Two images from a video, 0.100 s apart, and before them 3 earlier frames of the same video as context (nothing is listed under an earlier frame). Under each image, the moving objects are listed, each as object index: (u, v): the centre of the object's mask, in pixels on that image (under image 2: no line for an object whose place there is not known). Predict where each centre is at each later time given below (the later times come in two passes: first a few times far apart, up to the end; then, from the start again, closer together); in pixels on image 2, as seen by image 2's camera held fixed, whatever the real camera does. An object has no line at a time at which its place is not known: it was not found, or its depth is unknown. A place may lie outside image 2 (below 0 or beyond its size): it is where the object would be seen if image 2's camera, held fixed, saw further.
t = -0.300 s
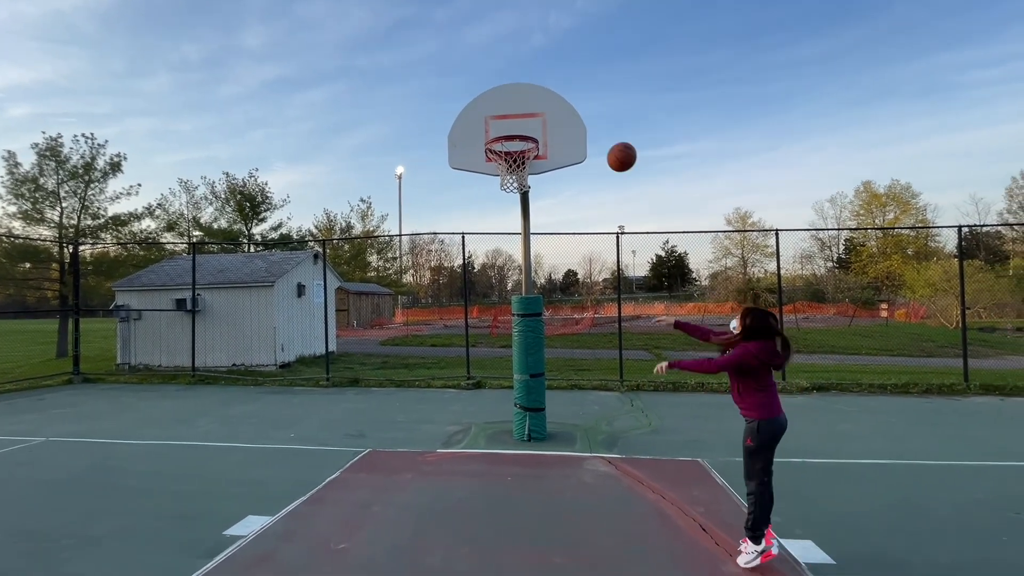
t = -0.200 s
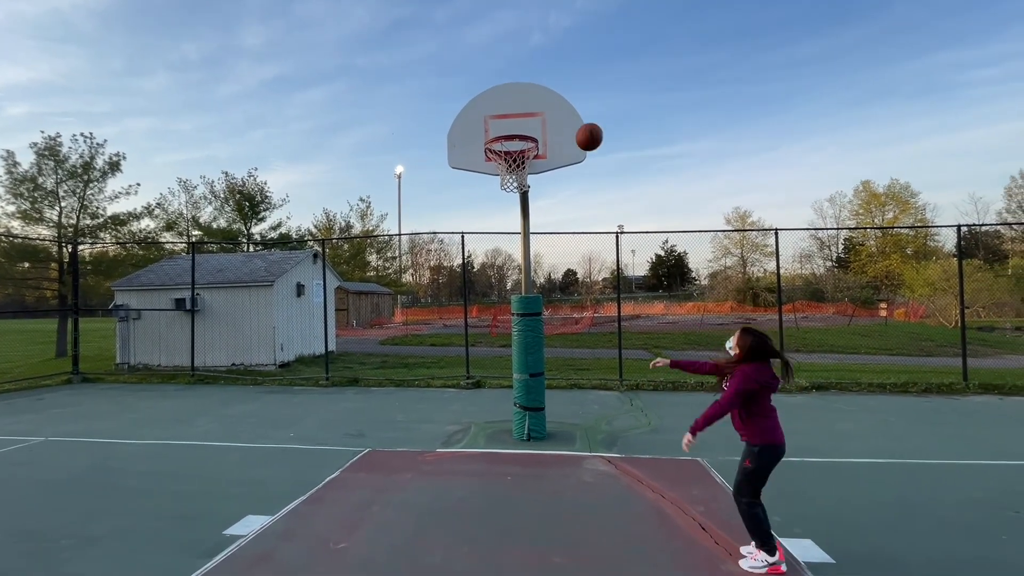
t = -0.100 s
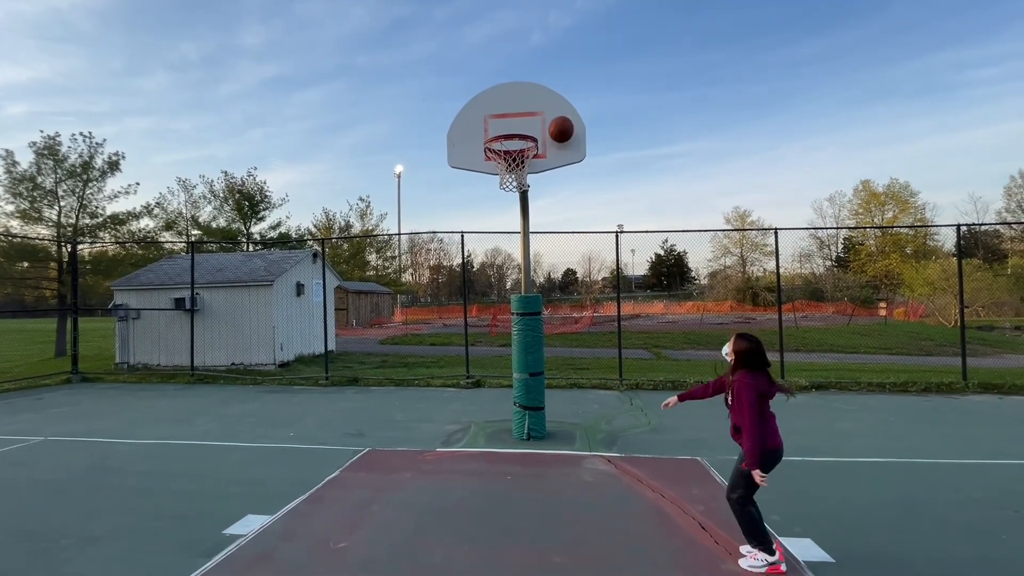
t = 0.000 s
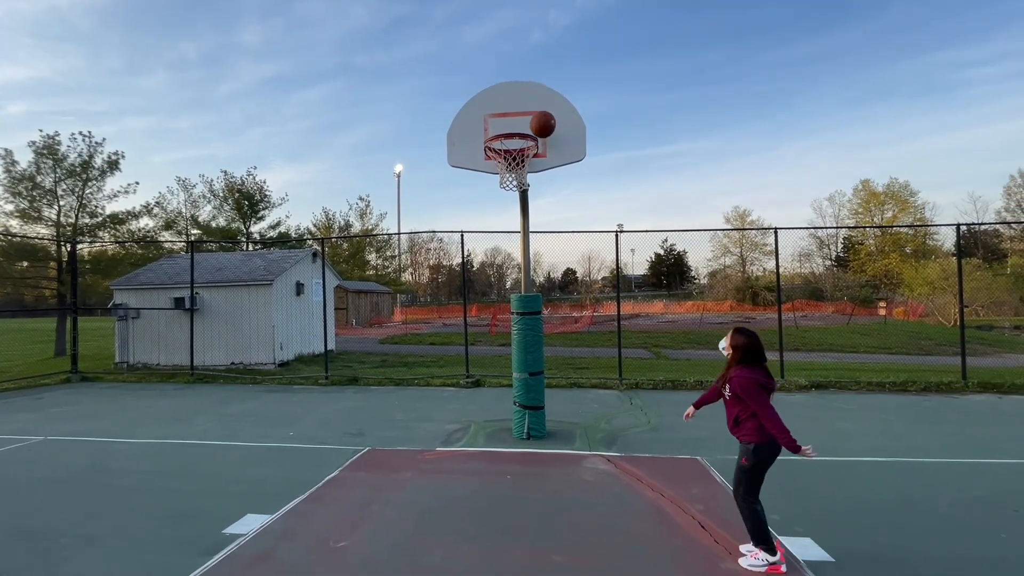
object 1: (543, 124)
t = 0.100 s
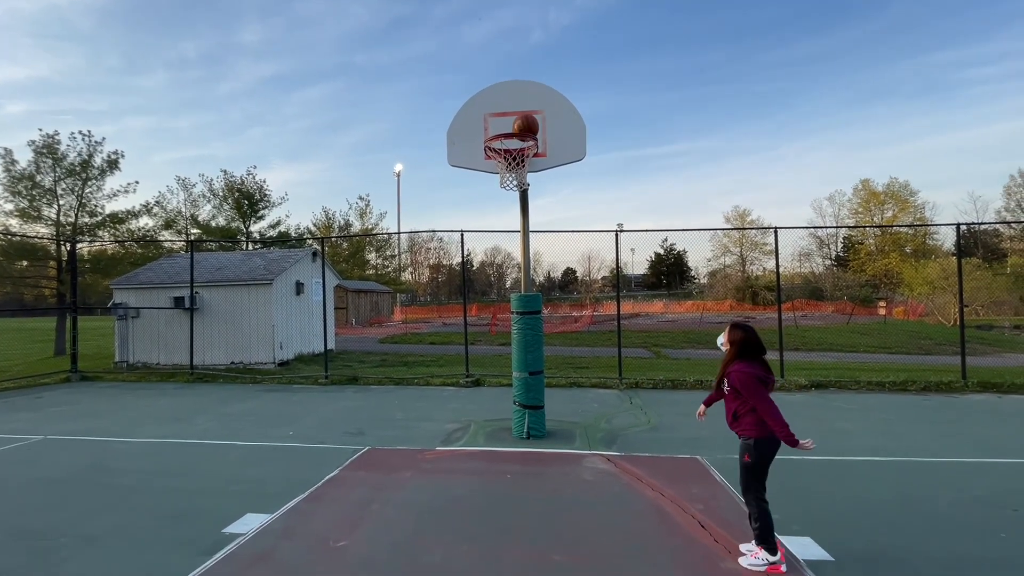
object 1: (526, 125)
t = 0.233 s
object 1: (502, 148)
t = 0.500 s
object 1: (514, 181)
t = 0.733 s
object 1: (520, 180)
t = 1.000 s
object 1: (499, 216)
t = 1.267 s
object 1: (480, 339)
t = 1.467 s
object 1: (466, 482)
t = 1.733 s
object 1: (448, 372)
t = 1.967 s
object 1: (436, 344)
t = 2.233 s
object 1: (421, 386)
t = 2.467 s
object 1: (410, 478)
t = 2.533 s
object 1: (405, 456)
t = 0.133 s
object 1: (520, 130)
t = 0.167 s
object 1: (514, 135)
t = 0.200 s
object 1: (507, 140)
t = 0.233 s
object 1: (502, 148)
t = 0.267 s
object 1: (501, 150)
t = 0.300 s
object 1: (498, 154)
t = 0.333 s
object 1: (497, 155)
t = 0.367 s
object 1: (501, 176)
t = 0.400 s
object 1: (502, 178)
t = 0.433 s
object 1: (505, 181)
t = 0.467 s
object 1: (510, 182)
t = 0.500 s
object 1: (514, 181)
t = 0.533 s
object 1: (518, 180)
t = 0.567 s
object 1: (520, 180)
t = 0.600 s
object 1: (523, 180)
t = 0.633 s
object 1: (524, 181)
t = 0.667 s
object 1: (524, 181)
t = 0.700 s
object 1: (521, 181)
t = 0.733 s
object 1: (520, 180)
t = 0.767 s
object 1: (518, 180)
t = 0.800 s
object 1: (515, 181)
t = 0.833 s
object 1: (512, 183)
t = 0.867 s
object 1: (510, 186)
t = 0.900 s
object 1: (507, 191)
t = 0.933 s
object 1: (505, 198)
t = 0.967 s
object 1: (502, 206)
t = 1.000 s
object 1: (499, 216)
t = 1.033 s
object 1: (497, 227)
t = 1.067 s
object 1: (495, 239)
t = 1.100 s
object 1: (492, 253)
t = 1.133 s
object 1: (490, 267)
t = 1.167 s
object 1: (487, 284)
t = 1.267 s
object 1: (480, 339)
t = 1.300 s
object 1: (477, 361)
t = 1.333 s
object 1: (475, 383)
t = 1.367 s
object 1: (473, 407)
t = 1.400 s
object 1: (471, 432)
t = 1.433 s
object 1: (468, 460)
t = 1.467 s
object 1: (466, 482)
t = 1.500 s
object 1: (464, 463)
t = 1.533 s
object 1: (462, 446)
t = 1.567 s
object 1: (460, 431)
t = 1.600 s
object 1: (457, 417)
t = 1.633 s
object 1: (455, 404)
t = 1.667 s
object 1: (453, 392)
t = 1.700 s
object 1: (450, 382)
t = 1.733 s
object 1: (448, 372)
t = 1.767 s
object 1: (447, 364)
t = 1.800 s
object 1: (445, 358)
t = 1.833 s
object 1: (442, 353)
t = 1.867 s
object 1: (441, 348)
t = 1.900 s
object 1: (439, 346)
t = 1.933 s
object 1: (437, 344)
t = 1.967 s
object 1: (436, 344)
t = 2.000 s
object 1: (433, 345)
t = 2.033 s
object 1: (432, 347)
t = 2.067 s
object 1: (430, 350)
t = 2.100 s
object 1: (428, 355)
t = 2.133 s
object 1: (426, 361)
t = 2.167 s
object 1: (424, 368)
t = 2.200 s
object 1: (423, 376)
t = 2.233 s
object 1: (421, 386)
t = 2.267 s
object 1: (419, 397)
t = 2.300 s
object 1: (418, 410)
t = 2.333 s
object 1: (416, 423)
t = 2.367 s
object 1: (414, 437)
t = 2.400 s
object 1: (413, 454)
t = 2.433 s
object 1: (411, 471)
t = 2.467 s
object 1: (410, 478)
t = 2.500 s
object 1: (407, 466)
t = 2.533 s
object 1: (405, 456)
